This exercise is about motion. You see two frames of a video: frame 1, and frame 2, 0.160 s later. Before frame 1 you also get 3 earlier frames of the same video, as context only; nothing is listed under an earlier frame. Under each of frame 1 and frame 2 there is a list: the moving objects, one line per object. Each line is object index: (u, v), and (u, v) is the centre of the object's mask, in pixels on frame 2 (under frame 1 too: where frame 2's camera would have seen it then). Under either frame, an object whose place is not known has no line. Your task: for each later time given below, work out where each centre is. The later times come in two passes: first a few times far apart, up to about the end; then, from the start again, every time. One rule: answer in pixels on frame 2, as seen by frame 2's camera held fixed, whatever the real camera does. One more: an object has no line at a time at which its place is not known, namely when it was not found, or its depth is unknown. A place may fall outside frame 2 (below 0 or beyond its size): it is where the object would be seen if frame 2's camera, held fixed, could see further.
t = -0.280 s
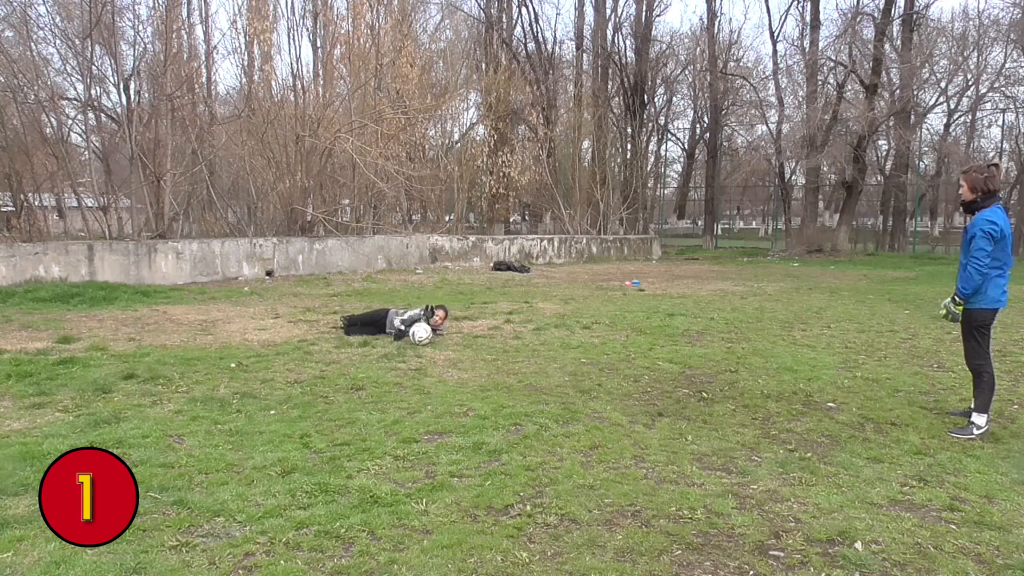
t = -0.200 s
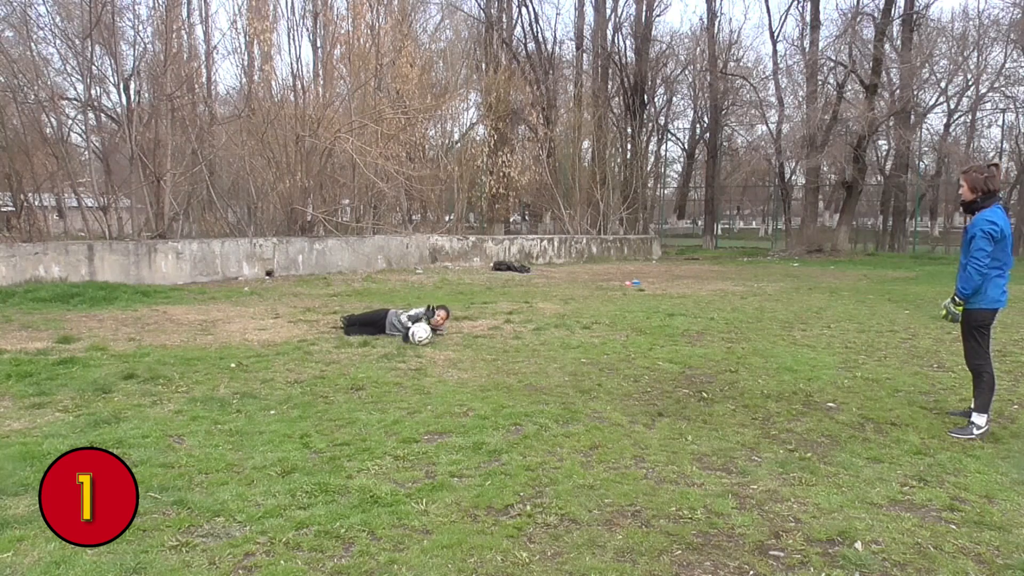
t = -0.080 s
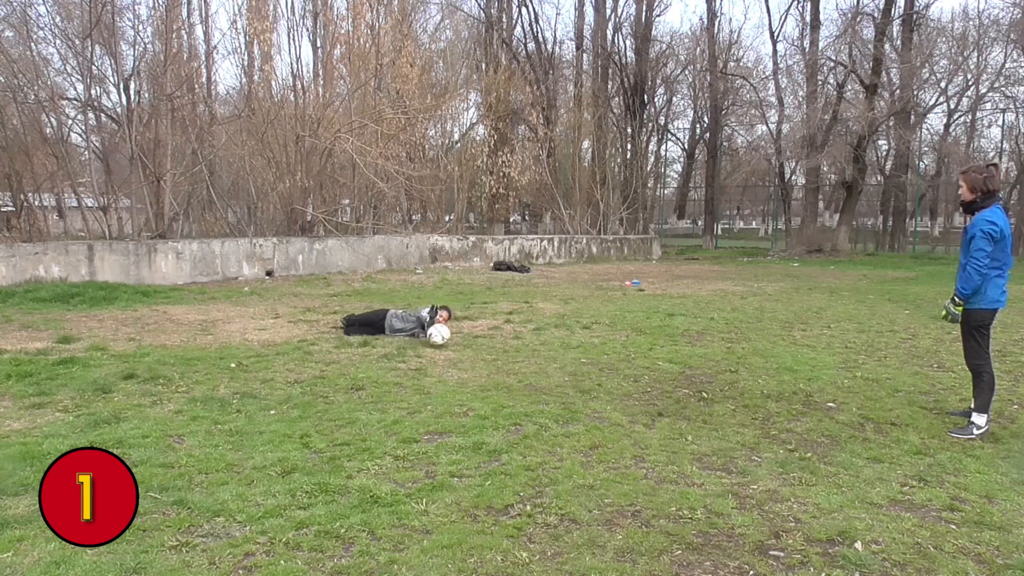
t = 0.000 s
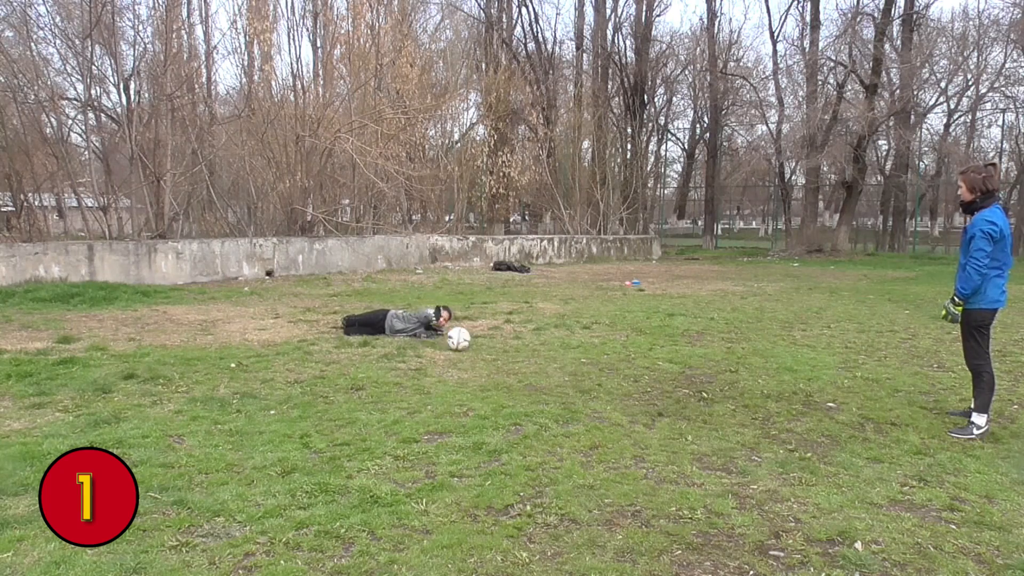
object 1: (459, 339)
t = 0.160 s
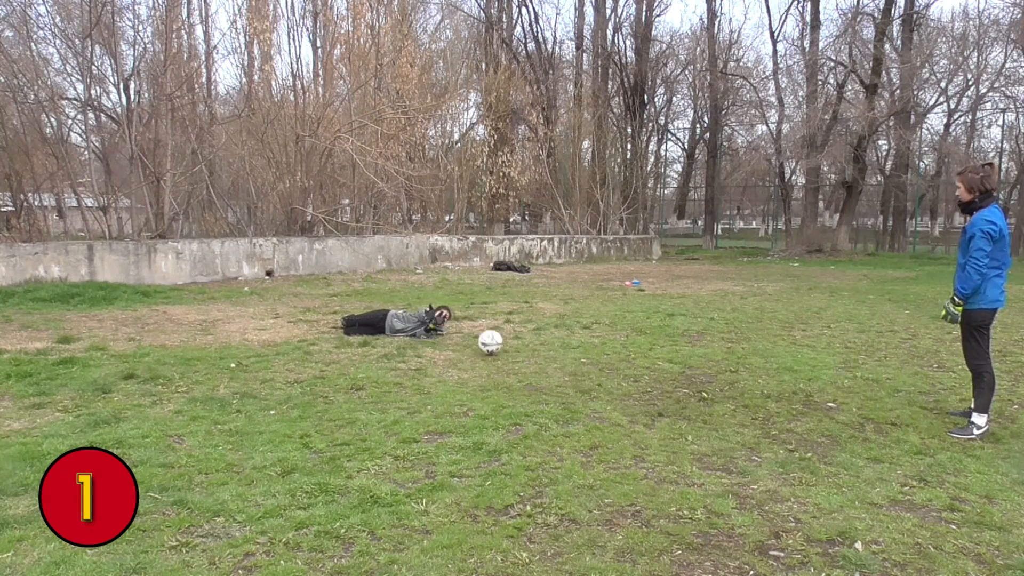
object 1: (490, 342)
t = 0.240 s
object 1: (506, 347)
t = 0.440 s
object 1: (544, 352)
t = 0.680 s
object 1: (590, 357)
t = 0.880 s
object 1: (627, 361)
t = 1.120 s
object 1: (673, 370)
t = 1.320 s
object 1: (713, 377)
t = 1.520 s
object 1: (752, 381)
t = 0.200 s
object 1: (498, 345)
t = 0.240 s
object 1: (506, 347)
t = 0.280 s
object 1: (513, 346)
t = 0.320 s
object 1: (521, 347)
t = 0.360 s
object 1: (528, 349)
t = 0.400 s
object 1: (536, 351)
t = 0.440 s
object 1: (544, 352)
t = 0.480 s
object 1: (552, 353)
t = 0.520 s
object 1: (560, 353)
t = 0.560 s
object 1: (567, 353)
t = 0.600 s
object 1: (575, 354)
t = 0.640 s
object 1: (583, 355)
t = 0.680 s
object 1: (590, 357)
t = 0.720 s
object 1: (598, 357)
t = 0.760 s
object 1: (605, 358)
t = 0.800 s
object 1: (612, 360)
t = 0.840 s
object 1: (620, 362)
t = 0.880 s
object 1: (627, 361)
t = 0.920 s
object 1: (635, 363)
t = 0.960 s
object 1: (642, 365)
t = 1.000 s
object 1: (651, 366)
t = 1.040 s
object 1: (658, 368)
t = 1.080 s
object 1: (665, 368)
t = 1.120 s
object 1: (673, 370)
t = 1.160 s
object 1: (680, 372)
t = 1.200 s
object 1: (689, 373)
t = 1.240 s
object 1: (696, 376)
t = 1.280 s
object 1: (705, 376)
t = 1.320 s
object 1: (713, 377)
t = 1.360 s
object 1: (720, 378)
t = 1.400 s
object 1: (729, 378)
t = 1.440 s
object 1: (738, 380)
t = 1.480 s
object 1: (745, 380)
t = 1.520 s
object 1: (752, 381)
